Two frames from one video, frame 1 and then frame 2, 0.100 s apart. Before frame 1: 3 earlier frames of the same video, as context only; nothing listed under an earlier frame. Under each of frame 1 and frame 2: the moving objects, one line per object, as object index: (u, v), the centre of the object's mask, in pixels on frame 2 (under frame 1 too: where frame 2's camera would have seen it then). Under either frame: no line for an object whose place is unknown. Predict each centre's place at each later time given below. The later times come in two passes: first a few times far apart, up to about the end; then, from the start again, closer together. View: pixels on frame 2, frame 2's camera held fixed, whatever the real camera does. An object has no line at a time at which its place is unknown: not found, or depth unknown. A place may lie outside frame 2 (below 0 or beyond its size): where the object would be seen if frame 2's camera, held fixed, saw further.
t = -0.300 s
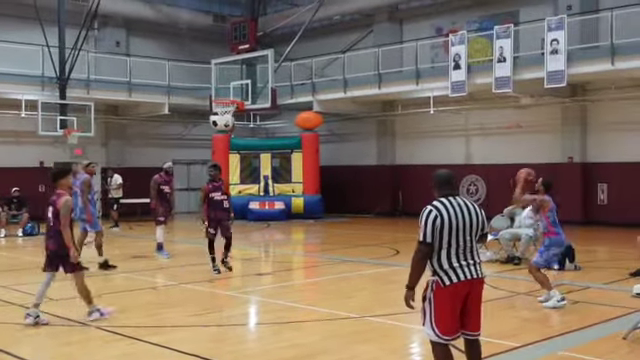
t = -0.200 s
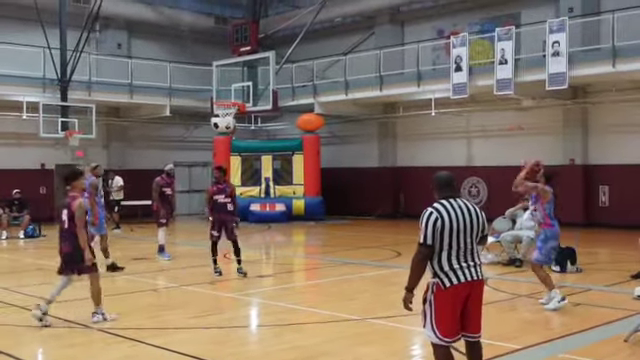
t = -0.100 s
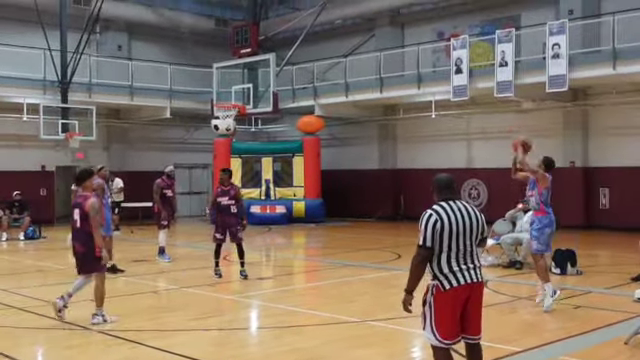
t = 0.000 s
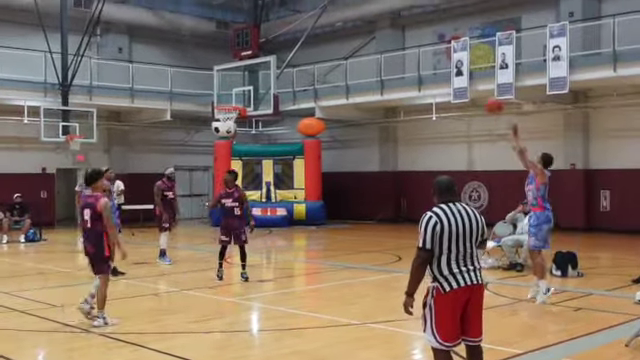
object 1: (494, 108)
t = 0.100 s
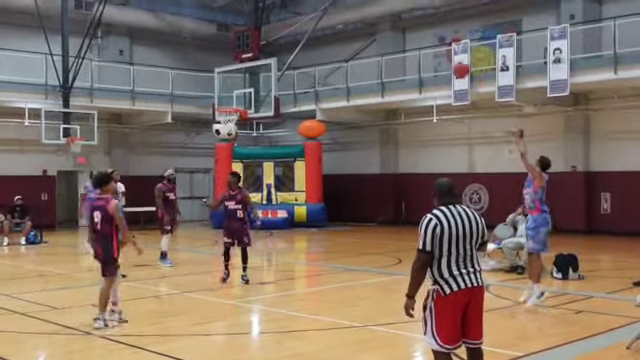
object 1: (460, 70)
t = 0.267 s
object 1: (412, 25)
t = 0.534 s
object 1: (344, 1)
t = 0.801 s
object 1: (285, 20)
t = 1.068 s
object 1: (236, 75)
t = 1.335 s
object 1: (235, 100)
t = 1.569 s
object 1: (213, 102)
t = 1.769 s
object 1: (193, 129)
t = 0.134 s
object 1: (451, 57)
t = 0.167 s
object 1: (440, 50)
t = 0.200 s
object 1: (431, 39)
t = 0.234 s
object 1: (421, 32)
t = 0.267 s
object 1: (412, 25)
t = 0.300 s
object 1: (401, 20)
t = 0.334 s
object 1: (393, 16)
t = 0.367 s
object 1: (386, 12)
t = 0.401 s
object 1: (375, 8)
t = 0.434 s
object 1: (368, 5)
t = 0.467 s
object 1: (359, 3)
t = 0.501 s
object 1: (352, 2)
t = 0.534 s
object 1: (344, 1)
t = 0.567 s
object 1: (336, 1)
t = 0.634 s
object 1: (319, 4)
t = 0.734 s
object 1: (299, 12)
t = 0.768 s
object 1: (292, 17)
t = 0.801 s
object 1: (285, 20)
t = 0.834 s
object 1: (280, 26)
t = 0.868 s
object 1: (272, 31)
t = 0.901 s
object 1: (267, 37)
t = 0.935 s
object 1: (260, 44)
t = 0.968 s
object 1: (254, 51)
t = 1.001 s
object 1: (247, 58)
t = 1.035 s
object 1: (243, 66)
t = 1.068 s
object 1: (236, 75)
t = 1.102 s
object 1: (231, 85)
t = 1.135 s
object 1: (226, 92)
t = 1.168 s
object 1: (220, 102)
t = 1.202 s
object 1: (221, 104)
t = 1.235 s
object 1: (227, 103)
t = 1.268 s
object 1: (233, 102)
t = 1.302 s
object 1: (237, 101)
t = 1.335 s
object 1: (235, 100)
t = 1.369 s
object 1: (232, 99)
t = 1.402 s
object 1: (229, 98)
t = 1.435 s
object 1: (226, 98)
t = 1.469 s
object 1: (223, 99)
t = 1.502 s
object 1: (219, 100)
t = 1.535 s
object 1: (218, 100)
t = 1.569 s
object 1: (213, 102)
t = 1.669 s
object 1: (204, 112)
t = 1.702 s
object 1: (198, 119)
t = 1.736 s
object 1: (196, 123)
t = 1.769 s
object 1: (193, 129)
